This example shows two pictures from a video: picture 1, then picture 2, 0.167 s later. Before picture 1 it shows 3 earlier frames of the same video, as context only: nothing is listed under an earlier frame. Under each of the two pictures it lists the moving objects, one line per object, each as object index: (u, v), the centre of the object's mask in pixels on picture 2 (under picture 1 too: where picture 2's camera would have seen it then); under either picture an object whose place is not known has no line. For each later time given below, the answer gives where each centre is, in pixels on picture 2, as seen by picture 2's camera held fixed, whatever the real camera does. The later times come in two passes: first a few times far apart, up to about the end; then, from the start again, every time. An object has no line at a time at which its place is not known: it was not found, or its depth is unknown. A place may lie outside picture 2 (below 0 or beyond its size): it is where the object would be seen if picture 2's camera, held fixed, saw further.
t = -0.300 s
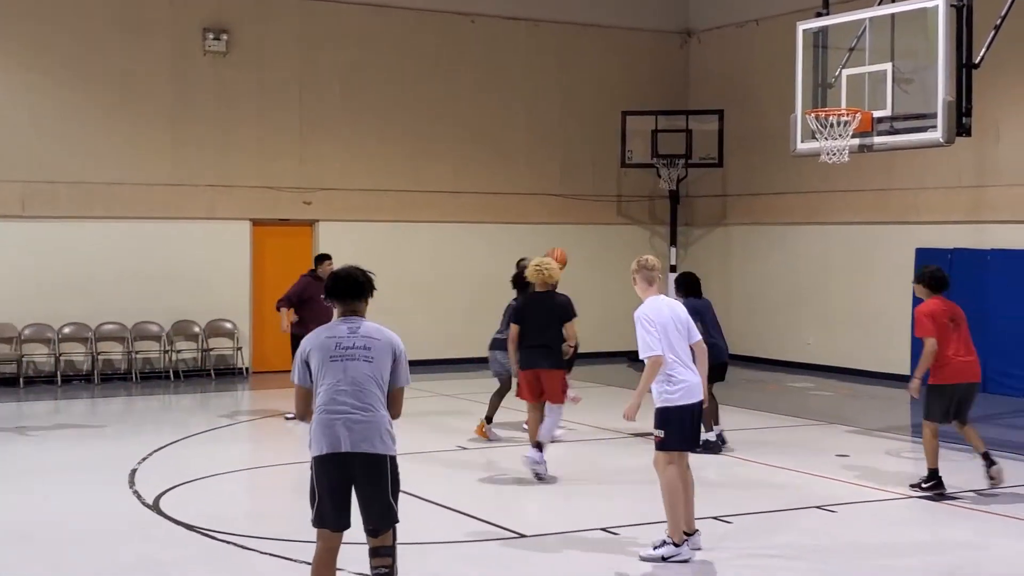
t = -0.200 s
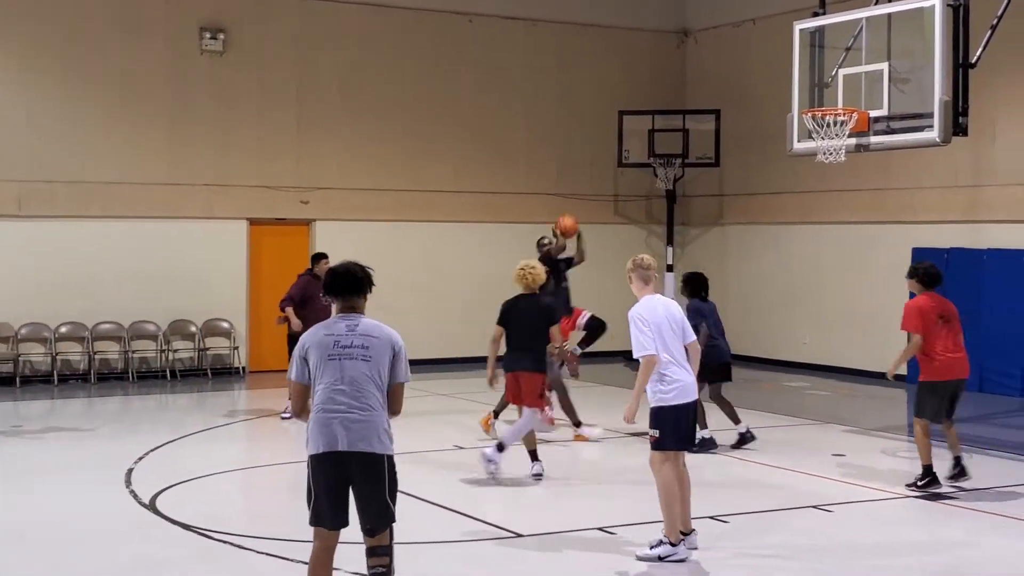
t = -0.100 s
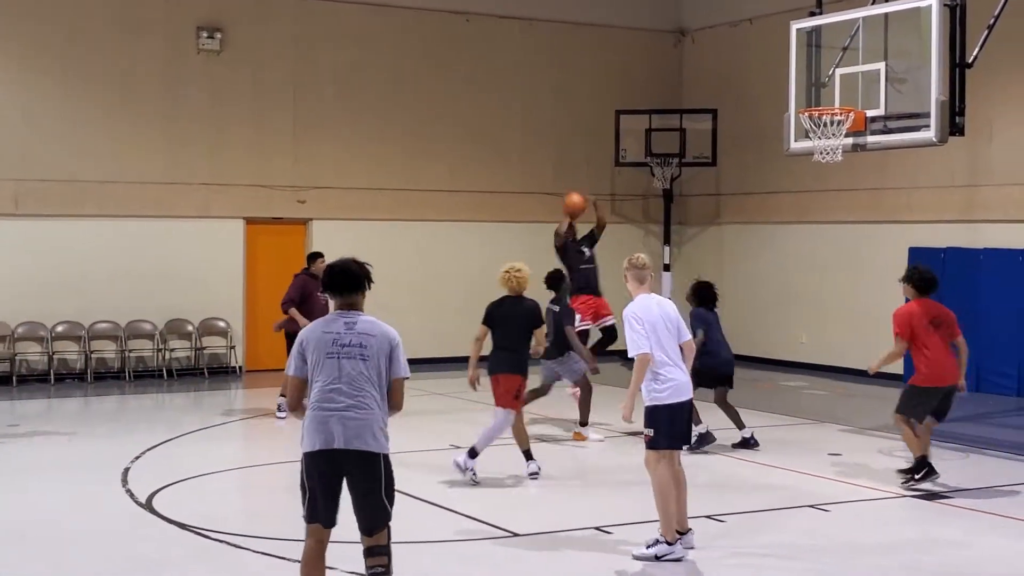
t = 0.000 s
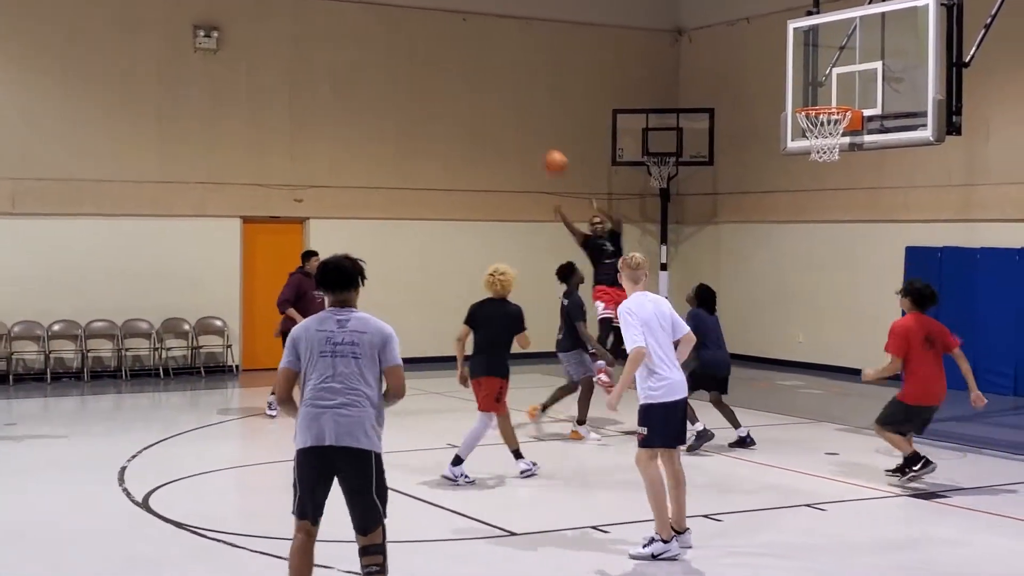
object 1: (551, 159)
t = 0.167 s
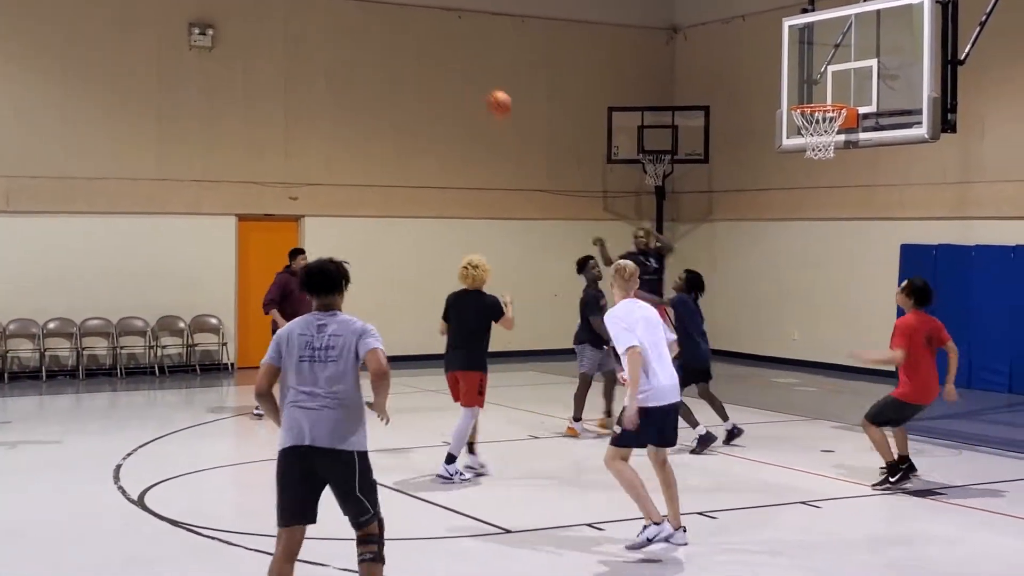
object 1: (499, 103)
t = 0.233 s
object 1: (476, 86)
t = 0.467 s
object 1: (378, 64)
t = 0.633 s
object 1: (285, 91)
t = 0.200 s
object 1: (488, 94)
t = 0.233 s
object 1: (476, 86)
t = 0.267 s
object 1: (464, 79)
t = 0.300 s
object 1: (451, 74)
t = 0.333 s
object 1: (437, 70)
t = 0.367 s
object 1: (423, 65)
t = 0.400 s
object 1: (410, 63)
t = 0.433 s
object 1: (393, 63)
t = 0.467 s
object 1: (378, 64)
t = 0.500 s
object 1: (361, 65)
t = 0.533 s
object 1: (343, 69)
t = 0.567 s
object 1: (325, 74)
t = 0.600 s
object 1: (306, 83)
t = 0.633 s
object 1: (285, 91)
